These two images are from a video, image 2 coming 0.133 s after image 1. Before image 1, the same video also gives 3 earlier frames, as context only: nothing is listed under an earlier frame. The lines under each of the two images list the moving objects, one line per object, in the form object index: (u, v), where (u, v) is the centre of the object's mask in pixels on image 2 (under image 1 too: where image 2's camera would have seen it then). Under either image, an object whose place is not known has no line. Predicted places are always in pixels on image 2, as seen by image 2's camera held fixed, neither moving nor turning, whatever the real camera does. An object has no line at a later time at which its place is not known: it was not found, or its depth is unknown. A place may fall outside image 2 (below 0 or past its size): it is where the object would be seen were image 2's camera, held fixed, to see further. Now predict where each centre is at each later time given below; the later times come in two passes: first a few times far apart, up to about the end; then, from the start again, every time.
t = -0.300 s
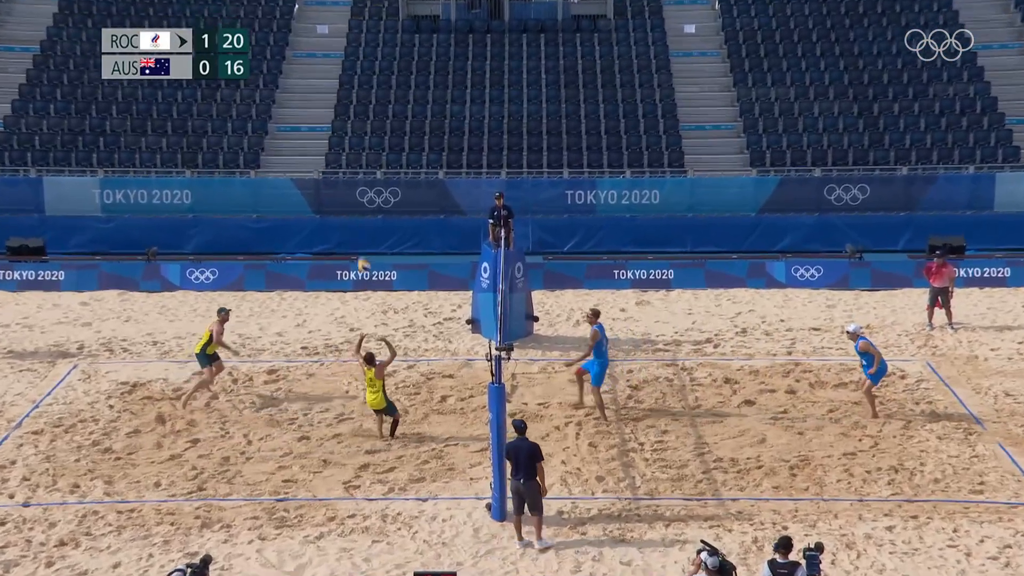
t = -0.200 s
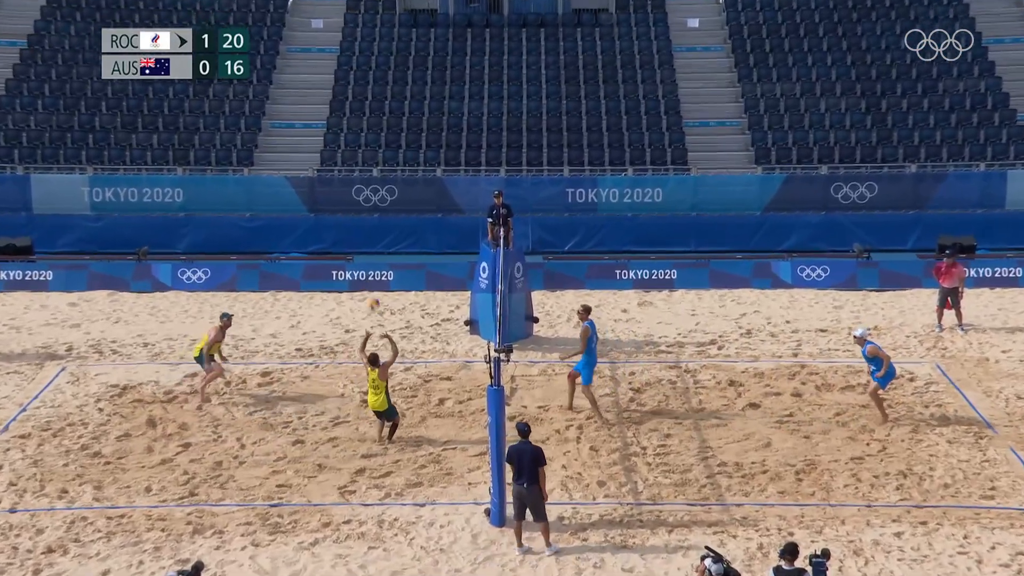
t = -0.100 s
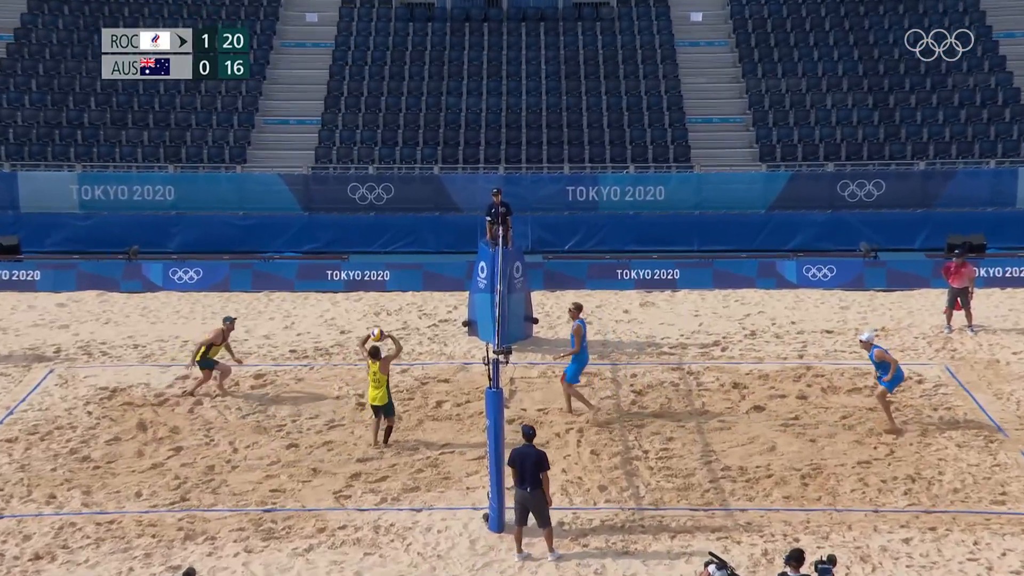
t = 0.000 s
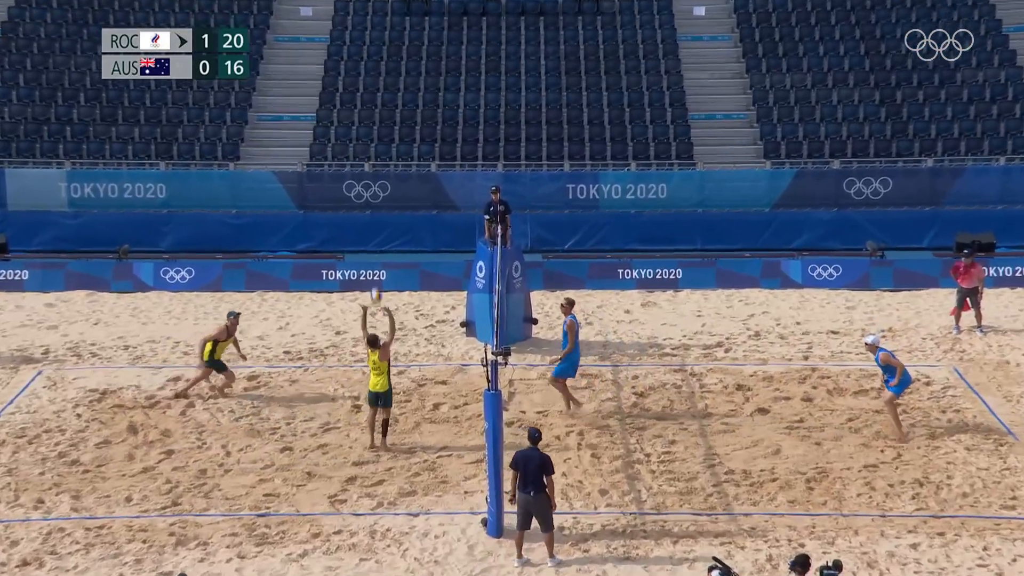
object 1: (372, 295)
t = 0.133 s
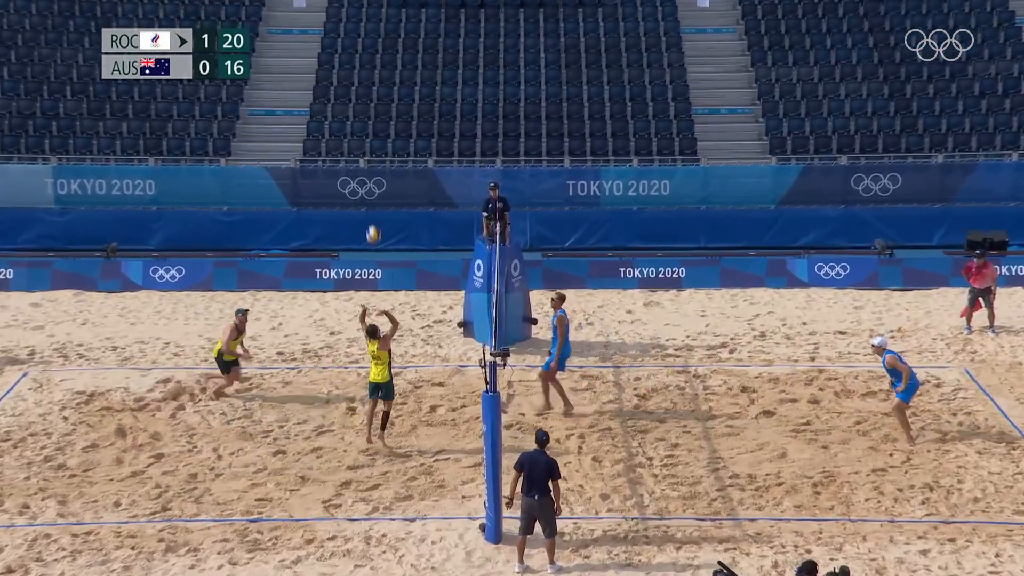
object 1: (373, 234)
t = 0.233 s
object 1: (374, 196)
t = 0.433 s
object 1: (377, 137)
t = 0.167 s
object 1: (374, 221)
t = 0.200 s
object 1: (374, 208)
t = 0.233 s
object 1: (374, 196)
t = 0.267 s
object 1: (375, 184)
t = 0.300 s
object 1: (375, 173)
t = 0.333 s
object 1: (375, 162)
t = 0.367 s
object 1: (376, 153)
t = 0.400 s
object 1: (376, 145)
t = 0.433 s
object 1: (377, 137)
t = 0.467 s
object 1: (377, 130)
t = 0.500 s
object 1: (378, 123)
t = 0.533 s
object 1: (378, 118)
